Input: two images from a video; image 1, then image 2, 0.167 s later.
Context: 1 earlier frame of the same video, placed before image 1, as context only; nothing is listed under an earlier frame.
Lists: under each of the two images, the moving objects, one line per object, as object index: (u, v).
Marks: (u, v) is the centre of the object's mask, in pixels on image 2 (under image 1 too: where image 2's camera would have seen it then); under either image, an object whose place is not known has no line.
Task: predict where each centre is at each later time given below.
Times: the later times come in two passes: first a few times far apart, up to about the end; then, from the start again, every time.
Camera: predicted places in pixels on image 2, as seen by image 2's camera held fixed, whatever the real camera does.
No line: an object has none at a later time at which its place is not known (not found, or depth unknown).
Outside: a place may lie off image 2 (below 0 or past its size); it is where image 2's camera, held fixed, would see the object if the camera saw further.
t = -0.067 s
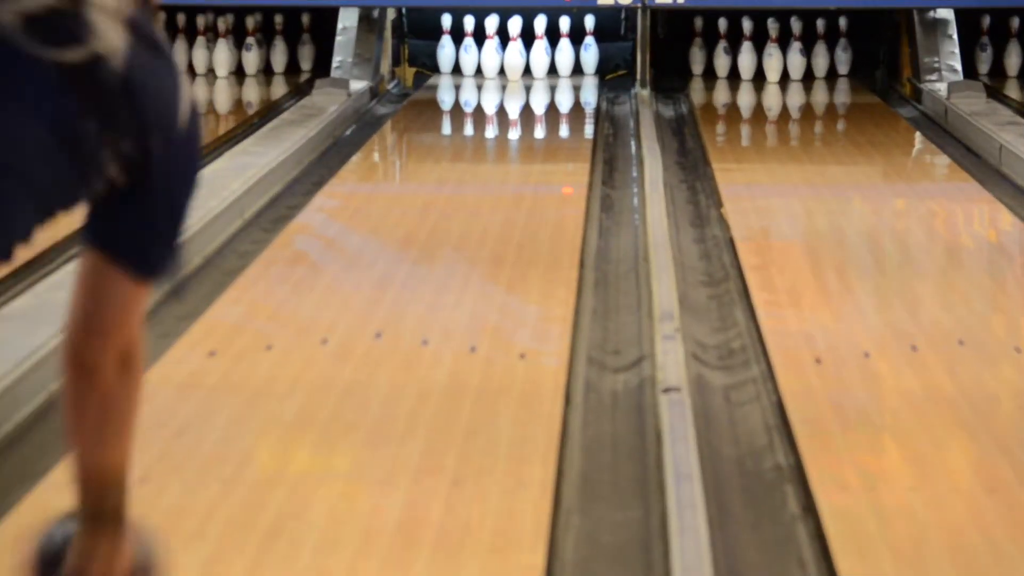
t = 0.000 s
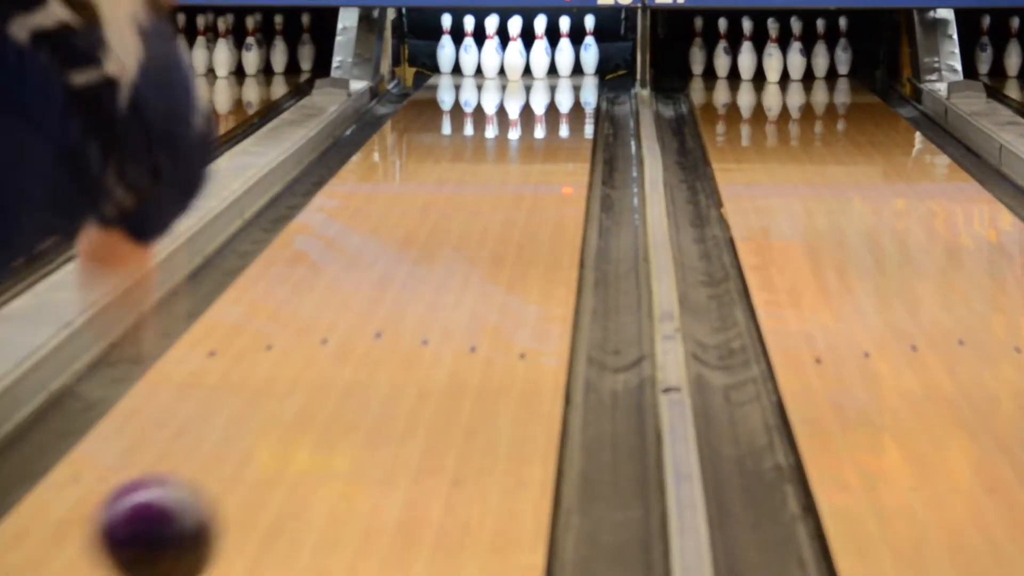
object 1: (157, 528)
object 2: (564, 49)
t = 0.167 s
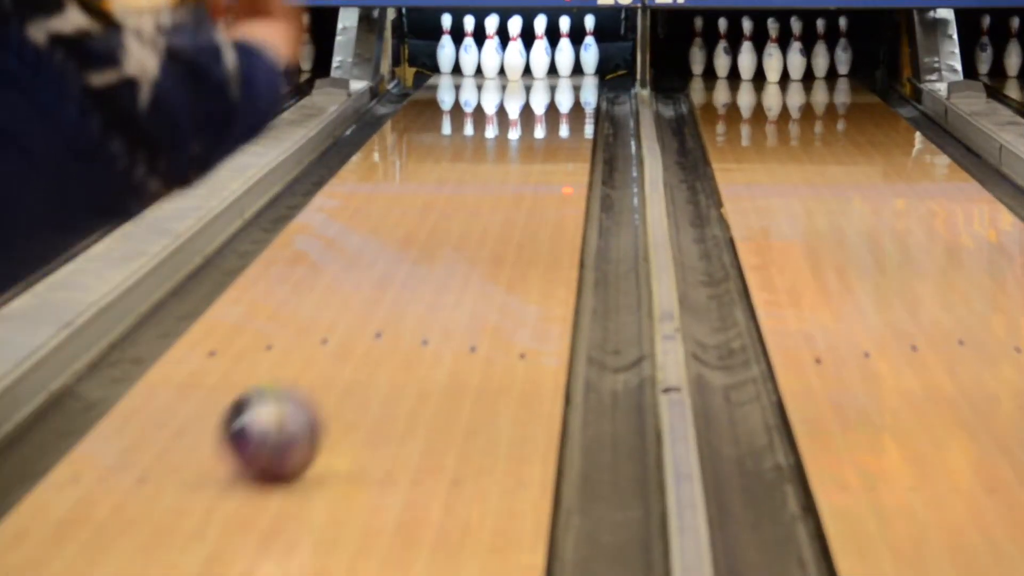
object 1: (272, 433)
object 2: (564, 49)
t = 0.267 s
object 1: (323, 382)
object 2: (564, 49)
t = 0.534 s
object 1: (419, 280)
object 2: (564, 49)
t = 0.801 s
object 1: (479, 213)
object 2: (564, 49)
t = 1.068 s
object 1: (520, 166)
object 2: (564, 49)
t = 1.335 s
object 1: (545, 130)
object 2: (564, 49)
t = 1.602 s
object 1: (556, 102)
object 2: (564, 49)
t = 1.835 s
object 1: (549, 83)
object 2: (565, 47)
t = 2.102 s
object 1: (525, 66)
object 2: (564, 49)
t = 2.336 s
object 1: (514, 57)
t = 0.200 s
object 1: (290, 414)
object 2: (564, 49)
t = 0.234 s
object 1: (307, 398)
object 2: (564, 49)
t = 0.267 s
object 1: (323, 382)
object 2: (564, 49)
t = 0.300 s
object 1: (337, 366)
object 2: (564, 49)
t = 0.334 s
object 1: (351, 352)
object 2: (564, 49)
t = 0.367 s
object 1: (364, 337)
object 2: (564, 49)
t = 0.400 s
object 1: (376, 327)
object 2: (564, 49)
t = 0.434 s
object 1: (392, 316)
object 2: (564, 49)
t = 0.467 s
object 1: (399, 302)
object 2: (564, 49)
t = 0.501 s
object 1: (409, 291)
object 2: (564, 49)
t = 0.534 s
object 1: (419, 280)
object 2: (564, 49)
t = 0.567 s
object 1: (427, 271)
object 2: (564, 49)
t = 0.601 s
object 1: (436, 262)
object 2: (564, 49)
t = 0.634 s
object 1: (444, 253)
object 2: (564, 49)
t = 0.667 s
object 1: (452, 244)
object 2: (564, 49)
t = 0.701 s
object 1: (459, 236)
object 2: (564, 49)
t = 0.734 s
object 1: (466, 229)
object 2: (564, 49)
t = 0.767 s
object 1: (473, 220)
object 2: (564, 49)
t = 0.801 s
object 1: (479, 213)
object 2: (564, 49)
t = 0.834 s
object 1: (485, 206)
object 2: (564, 49)
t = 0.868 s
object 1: (491, 199)
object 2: (564, 49)
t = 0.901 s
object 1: (496, 193)
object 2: (564, 49)
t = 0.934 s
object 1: (501, 188)
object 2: (564, 49)
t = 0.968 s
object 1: (507, 182)
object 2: (564, 49)
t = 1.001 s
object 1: (511, 176)
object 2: (564, 49)
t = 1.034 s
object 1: (515, 170)
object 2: (564, 49)
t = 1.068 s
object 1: (520, 166)
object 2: (564, 49)
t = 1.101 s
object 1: (524, 160)
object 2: (564, 49)
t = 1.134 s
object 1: (527, 155)
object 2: (564, 49)
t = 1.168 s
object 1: (531, 151)
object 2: (564, 49)
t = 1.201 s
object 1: (535, 146)
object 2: (564, 49)
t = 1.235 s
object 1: (538, 142)
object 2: (564, 49)
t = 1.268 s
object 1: (541, 137)
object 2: (564, 49)
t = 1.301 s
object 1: (542, 134)
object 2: (564, 49)
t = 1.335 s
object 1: (545, 130)
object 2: (564, 49)
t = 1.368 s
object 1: (547, 126)
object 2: (564, 49)
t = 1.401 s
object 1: (550, 122)
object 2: (564, 49)
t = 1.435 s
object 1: (552, 119)
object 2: (564, 49)
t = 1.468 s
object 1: (554, 115)
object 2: (564, 49)
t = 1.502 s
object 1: (555, 112)
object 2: (564, 49)
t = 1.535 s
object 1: (555, 108)
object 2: (564, 49)
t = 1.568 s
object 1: (556, 105)
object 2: (564, 49)
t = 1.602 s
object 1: (556, 102)
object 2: (564, 49)
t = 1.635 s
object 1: (556, 99)
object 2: (564, 49)
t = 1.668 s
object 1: (556, 96)
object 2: (564, 49)
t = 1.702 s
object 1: (555, 94)
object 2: (564, 48)
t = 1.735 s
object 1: (554, 91)
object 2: (564, 48)
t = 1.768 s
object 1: (553, 88)
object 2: (565, 47)
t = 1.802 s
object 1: (551, 85)
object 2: (565, 47)
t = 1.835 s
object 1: (549, 83)
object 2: (565, 47)
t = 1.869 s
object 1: (546, 80)
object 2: (565, 47)
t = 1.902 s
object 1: (544, 79)
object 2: (565, 48)
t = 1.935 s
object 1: (542, 77)
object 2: (564, 48)
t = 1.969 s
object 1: (538, 74)
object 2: (564, 49)
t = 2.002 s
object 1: (535, 72)
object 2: (564, 49)
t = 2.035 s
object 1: (531, 70)
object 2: (564, 49)
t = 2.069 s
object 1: (528, 68)
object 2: (564, 49)
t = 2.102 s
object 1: (525, 66)
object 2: (564, 49)
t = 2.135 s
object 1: (523, 64)
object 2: (564, 49)
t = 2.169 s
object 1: (523, 63)
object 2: (564, 48)
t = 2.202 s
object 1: (521, 62)
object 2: (567, 48)
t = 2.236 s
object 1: (519, 61)
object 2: (575, 42)
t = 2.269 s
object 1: (518, 60)
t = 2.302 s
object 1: (516, 58)
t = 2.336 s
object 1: (514, 57)
